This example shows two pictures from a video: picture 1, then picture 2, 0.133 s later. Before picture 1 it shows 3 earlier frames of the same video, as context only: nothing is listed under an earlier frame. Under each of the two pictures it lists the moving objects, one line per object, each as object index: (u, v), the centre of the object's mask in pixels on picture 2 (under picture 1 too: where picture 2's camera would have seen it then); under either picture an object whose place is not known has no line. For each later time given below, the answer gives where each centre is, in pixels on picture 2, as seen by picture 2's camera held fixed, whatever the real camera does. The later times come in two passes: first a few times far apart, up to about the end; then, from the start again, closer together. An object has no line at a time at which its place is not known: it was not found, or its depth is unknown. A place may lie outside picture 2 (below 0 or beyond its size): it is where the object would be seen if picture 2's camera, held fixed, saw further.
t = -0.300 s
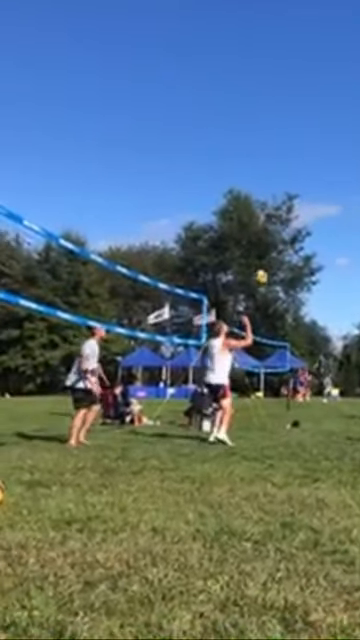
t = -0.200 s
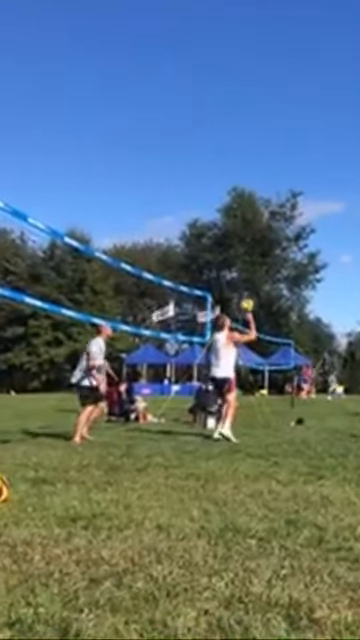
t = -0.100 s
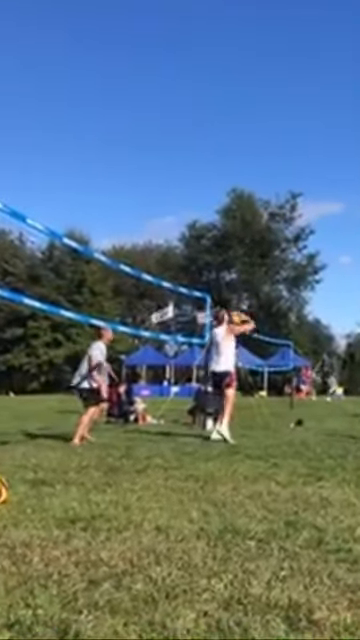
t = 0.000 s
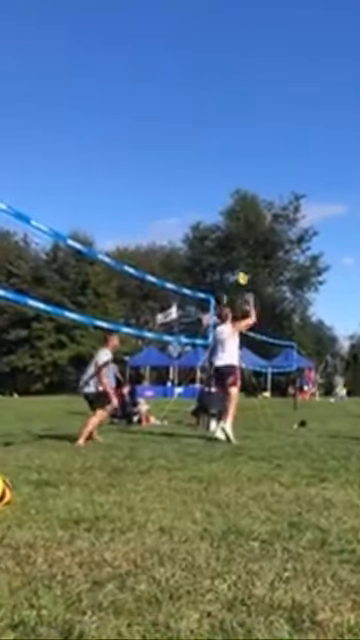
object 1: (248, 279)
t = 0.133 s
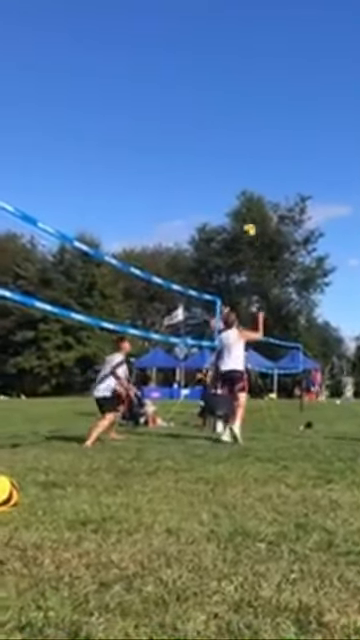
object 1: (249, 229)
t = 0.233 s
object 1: (251, 199)
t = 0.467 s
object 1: (254, 158)
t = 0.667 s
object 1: (256, 150)
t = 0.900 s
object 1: (257, 168)
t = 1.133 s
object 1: (258, 217)
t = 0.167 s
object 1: (250, 219)
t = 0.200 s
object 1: (251, 209)
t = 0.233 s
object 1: (251, 199)
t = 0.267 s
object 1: (251, 192)
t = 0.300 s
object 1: (251, 184)
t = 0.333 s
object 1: (252, 178)
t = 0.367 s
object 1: (252, 172)
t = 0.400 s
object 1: (253, 167)
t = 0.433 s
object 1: (253, 162)
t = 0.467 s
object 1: (254, 158)
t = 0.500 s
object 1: (255, 155)
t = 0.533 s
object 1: (255, 153)
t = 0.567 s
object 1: (256, 151)
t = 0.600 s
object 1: (255, 150)
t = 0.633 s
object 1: (256, 150)
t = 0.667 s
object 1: (256, 150)
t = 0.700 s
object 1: (256, 150)
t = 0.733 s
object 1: (256, 152)
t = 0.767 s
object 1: (256, 154)
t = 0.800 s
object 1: (256, 157)
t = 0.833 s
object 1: (257, 160)
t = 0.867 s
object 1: (257, 164)
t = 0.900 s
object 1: (257, 168)
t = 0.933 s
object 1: (258, 174)
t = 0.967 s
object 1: (257, 179)
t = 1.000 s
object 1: (258, 186)
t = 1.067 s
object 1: (258, 200)
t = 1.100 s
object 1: (258, 208)
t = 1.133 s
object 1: (258, 217)
